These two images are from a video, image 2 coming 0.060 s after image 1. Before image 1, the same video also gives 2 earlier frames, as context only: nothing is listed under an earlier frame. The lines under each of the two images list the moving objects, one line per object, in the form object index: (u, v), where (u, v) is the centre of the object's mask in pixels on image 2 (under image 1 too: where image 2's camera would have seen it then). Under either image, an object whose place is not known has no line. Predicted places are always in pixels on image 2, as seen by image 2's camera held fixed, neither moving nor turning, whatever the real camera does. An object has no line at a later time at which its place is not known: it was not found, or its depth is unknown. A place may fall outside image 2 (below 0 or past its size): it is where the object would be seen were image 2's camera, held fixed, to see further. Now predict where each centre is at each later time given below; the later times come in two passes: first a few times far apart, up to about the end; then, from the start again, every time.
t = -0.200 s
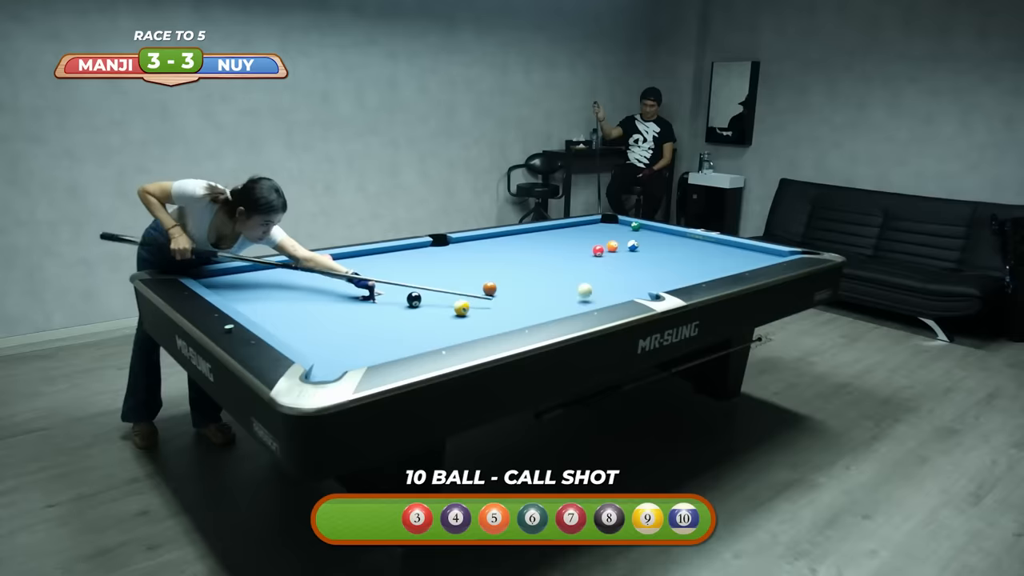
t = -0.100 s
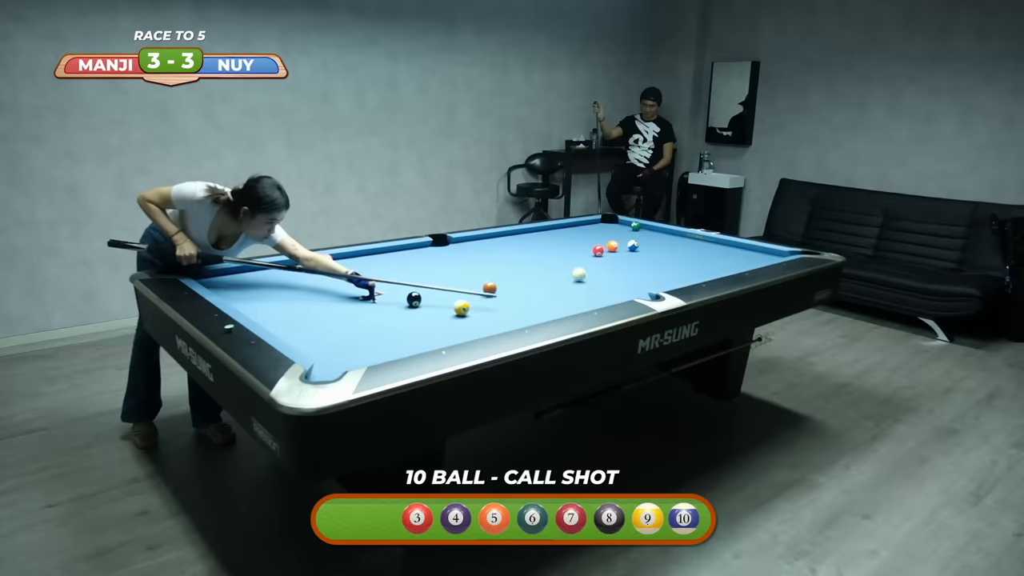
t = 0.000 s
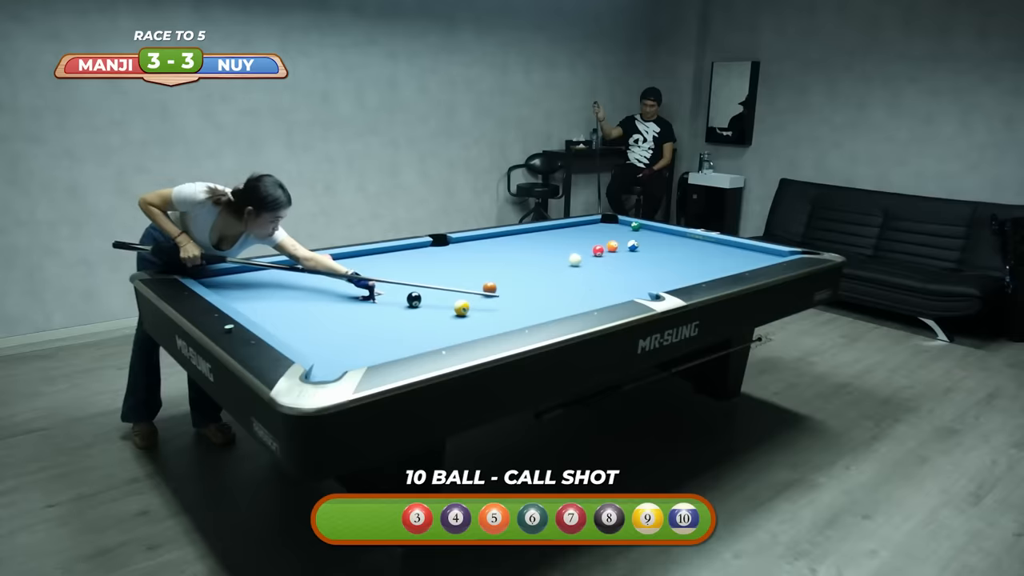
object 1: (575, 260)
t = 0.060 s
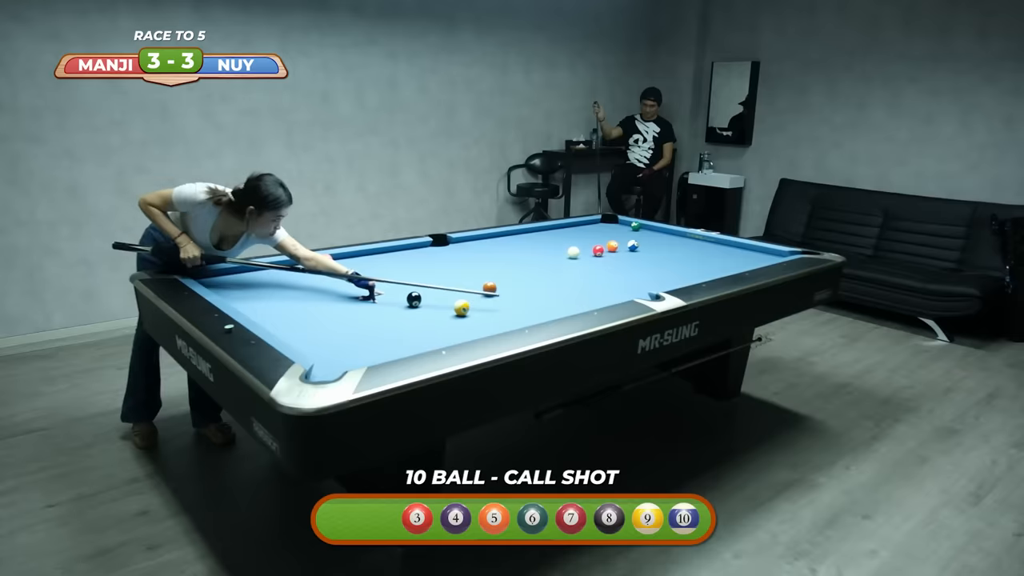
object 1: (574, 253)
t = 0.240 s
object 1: (569, 235)
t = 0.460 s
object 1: (587, 226)
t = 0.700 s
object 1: (640, 229)
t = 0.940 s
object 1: (662, 232)
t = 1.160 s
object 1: (664, 235)
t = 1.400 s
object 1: (666, 240)
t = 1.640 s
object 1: (668, 244)
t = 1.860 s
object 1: (670, 248)
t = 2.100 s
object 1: (673, 252)
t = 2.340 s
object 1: (675, 256)
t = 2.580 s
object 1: (678, 261)
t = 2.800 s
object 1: (681, 265)
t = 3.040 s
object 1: (684, 269)
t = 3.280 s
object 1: (686, 273)
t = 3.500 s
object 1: (689, 276)
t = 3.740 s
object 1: (689, 277)
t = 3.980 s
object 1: (681, 278)
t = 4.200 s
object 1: (674, 279)
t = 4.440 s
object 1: (667, 279)
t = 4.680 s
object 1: (662, 279)
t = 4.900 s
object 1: (658, 279)
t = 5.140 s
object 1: (655, 279)
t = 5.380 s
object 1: (653, 279)
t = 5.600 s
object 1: (652, 279)
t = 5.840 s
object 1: (652, 279)
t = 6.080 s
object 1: (652, 279)
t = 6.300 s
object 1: (652, 279)
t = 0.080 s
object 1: (572, 250)
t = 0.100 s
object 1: (572, 248)
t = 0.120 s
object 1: (572, 246)
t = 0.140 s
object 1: (571, 244)
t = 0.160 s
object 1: (571, 242)
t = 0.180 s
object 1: (570, 240)
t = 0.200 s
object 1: (570, 238)
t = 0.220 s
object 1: (570, 237)
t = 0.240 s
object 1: (569, 235)
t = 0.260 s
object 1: (569, 234)
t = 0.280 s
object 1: (569, 232)
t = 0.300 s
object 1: (569, 230)
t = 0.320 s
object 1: (568, 229)
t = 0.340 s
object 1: (568, 227)
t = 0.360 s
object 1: (568, 226)
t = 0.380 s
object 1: (568, 225)
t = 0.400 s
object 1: (572, 225)
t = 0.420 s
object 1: (577, 225)
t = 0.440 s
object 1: (582, 225)
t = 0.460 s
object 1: (587, 226)
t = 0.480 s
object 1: (592, 226)
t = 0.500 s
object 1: (597, 227)
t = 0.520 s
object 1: (602, 227)
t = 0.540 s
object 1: (606, 227)
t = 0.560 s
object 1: (611, 227)
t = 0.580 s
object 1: (615, 228)
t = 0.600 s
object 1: (620, 228)
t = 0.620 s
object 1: (624, 228)
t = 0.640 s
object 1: (628, 228)
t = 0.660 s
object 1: (632, 228)
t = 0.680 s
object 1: (636, 228)
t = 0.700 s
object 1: (640, 229)
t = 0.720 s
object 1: (644, 229)
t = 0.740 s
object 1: (648, 229)
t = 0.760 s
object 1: (651, 229)
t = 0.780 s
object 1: (655, 229)
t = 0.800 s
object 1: (659, 229)
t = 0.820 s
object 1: (663, 229)
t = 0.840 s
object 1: (663, 230)
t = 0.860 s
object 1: (663, 230)
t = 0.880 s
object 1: (662, 231)
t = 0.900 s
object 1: (662, 231)
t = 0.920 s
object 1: (662, 231)
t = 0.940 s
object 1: (662, 232)
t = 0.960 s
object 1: (663, 232)
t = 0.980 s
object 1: (663, 232)
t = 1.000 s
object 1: (663, 233)
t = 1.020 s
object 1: (663, 233)
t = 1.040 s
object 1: (663, 233)
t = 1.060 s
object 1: (664, 234)
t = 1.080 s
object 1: (664, 234)
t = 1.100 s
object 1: (664, 234)
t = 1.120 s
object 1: (664, 235)
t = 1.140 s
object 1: (664, 235)
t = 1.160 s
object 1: (664, 235)
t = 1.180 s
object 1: (665, 236)
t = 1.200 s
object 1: (665, 236)
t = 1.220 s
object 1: (665, 236)
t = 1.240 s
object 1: (665, 237)
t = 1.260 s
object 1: (665, 237)
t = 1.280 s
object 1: (665, 237)
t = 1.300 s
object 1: (665, 238)
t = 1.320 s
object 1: (666, 238)
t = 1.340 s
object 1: (666, 239)
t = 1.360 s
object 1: (666, 239)
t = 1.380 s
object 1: (666, 239)
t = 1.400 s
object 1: (666, 240)
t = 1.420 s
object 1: (666, 240)
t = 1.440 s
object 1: (666, 240)
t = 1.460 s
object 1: (667, 241)
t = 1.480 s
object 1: (667, 241)
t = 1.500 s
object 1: (667, 241)
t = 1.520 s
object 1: (667, 242)
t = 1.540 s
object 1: (667, 242)
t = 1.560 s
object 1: (668, 242)
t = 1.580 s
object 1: (668, 243)
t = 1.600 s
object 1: (668, 243)
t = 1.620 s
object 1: (668, 243)
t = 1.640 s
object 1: (668, 244)
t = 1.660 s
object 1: (668, 244)
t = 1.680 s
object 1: (669, 245)
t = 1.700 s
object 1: (669, 245)
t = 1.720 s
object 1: (669, 245)
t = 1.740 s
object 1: (669, 246)
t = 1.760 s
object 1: (670, 246)
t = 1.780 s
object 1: (670, 246)
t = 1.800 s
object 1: (670, 247)
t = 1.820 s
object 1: (670, 247)
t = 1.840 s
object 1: (670, 247)
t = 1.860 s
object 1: (670, 248)
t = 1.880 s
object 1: (670, 248)
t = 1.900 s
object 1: (671, 248)
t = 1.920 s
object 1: (671, 249)
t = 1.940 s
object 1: (671, 249)
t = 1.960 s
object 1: (671, 249)
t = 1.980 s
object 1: (671, 250)
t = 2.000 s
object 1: (672, 250)
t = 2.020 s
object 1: (672, 251)
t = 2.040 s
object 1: (672, 251)
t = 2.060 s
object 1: (672, 251)
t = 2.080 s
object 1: (672, 252)
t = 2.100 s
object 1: (673, 252)
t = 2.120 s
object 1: (673, 252)
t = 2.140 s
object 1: (673, 253)
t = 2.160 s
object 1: (673, 253)
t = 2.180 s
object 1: (673, 253)
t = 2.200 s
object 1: (674, 254)
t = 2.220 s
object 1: (674, 254)
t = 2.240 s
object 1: (674, 255)
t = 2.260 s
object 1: (674, 255)
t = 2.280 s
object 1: (675, 255)
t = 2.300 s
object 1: (675, 255)
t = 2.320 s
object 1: (675, 256)
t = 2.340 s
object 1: (675, 256)
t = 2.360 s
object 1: (675, 257)
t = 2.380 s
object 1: (676, 257)
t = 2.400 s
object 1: (676, 257)
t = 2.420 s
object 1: (676, 258)
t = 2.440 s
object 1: (676, 258)
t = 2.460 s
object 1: (677, 258)
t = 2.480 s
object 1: (677, 259)
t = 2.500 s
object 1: (677, 259)
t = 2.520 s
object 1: (677, 259)
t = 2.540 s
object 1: (678, 260)
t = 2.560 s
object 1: (678, 260)
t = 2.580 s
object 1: (678, 261)
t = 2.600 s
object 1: (678, 261)
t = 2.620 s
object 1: (678, 261)
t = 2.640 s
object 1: (679, 262)
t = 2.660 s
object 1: (679, 262)
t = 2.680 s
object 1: (679, 262)
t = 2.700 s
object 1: (679, 263)
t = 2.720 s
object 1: (680, 263)
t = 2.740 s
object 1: (680, 264)
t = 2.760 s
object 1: (680, 264)
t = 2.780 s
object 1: (681, 264)
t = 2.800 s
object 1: (681, 265)
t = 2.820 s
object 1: (681, 265)
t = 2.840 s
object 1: (681, 265)
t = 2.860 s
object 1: (681, 266)
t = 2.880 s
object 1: (682, 266)
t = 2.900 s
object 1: (682, 266)
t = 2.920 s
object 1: (682, 267)
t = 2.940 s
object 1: (682, 267)
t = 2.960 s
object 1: (683, 268)
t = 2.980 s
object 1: (683, 268)
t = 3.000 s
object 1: (683, 268)
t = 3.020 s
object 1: (683, 269)
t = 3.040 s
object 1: (684, 269)
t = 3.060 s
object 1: (684, 269)
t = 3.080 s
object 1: (684, 270)
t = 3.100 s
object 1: (684, 270)
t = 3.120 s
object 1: (685, 270)
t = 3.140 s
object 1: (685, 271)
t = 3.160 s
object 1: (685, 271)
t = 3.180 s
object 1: (685, 272)
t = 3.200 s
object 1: (685, 272)
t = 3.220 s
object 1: (686, 272)
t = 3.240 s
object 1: (686, 273)
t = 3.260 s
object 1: (686, 273)
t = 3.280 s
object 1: (686, 273)
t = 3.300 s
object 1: (687, 274)
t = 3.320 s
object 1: (687, 274)
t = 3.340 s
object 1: (687, 274)
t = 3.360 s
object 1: (688, 274)
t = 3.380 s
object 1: (688, 275)
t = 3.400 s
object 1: (688, 275)
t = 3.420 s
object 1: (688, 275)
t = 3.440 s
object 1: (688, 275)
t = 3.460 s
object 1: (689, 275)
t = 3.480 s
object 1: (689, 275)
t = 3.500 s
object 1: (689, 276)
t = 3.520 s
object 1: (689, 276)
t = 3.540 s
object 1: (689, 276)
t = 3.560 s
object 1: (690, 276)
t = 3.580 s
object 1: (690, 277)
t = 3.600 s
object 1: (691, 277)
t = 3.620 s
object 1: (691, 277)
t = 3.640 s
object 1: (691, 277)
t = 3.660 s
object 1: (691, 277)
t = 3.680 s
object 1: (691, 277)
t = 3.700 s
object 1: (691, 277)
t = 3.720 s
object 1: (690, 277)
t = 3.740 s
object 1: (689, 277)
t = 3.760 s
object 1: (688, 277)
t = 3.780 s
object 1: (688, 277)
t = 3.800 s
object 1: (687, 278)
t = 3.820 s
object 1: (686, 278)
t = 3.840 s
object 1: (685, 278)
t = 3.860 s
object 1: (685, 278)
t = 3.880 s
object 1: (684, 278)
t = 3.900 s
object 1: (684, 278)
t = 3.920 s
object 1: (683, 278)
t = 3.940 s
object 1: (682, 278)
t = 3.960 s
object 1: (681, 278)
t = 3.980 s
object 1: (681, 278)
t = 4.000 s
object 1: (680, 278)
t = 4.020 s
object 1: (680, 278)
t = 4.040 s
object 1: (679, 278)
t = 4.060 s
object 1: (679, 278)
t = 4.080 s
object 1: (678, 278)
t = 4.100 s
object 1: (677, 278)
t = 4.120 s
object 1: (677, 278)
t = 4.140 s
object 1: (676, 278)
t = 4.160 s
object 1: (675, 278)
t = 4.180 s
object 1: (675, 279)
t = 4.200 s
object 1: (674, 279)
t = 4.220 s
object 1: (673, 279)
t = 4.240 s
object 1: (673, 278)
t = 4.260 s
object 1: (672, 279)
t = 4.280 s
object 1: (672, 279)
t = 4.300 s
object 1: (671, 279)
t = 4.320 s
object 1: (671, 279)
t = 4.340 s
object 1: (670, 279)
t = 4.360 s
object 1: (669, 279)
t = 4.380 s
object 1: (669, 279)
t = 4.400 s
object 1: (668, 279)
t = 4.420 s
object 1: (668, 279)
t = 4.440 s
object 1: (667, 279)
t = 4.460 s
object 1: (667, 279)
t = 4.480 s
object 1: (666, 279)
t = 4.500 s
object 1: (666, 279)
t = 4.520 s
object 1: (666, 279)
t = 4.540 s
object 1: (665, 279)
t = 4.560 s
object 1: (665, 279)
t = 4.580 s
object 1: (664, 279)
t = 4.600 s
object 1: (664, 279)
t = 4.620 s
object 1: (663, 279)
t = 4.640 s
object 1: (663, 279)
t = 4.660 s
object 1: (663, 279)
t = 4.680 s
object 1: (662, 279)
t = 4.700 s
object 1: (662, 279)
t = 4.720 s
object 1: (661, 279)
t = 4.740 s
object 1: (661, 279)
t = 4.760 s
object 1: (660, 279)
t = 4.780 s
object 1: (660, 279)
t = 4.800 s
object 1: (660, 279)
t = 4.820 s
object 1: (660, 279)
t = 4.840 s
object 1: (659, 279)
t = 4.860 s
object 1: (659, 279)
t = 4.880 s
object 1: (659, 279)
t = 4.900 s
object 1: (658, 279)
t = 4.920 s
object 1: (658, 279)
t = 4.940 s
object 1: (658, 279)
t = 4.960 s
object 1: (657, 279)
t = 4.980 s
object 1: (657, 279)
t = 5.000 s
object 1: (657, 279)
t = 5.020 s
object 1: (656, 279)
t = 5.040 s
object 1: (656, 279)
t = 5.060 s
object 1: (656, 279)
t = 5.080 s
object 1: (656, 279)
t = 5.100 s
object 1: (655, 279)
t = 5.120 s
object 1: (655, 279)
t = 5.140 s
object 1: (655, 279)
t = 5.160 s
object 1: (655, 279)
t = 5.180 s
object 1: (655, 279)
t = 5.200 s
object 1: (654, 279)
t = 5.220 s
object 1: (654, 279)
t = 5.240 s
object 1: (654, 279)
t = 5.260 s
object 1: (654, 279)
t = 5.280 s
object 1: (654, 279)
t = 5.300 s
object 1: (654, 279)
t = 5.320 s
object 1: (653, 279)
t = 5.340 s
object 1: (653, 279)
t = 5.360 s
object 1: (653, 279)
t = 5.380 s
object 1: (653, 279)
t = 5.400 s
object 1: (653, 279)
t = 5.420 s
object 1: (653, 279)
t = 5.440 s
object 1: (653, 279)
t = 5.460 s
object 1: (653, 279)
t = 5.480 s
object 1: (652, 279)
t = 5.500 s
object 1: (652, 279)
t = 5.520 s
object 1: (652, 279)
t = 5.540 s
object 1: (652, 279)
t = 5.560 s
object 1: (652, 279)
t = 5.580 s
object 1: (652, 279)
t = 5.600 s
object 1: (652, 279)
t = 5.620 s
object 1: (652, 279)
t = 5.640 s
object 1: (652, 279)
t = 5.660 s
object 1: (652, 279)
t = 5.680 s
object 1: (652, 279)
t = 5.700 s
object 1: (652, 279)
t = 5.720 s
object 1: (652, 279)
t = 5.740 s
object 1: (652, 279)
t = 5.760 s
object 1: (652, 279)
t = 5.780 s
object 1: (652, 279)
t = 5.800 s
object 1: (652, 279)
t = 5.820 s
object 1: (652, 279)
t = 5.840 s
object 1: (652, 279)
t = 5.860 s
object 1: (652, 279)
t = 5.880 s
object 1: (652, 279)
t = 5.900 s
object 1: (652, 279)
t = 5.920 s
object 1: (652, 279)
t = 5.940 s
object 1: (652, 279)
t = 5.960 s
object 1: (652, 279)
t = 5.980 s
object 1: (652, 279)
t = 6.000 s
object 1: (652, 279)
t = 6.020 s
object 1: (652, 279)
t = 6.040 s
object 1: (652, 279)
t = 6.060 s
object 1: (652, 279)
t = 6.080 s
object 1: (652, 279)
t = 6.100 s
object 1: (652, 279)
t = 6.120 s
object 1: (652, 279)
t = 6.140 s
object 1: (652, 279)
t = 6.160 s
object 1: (652, 279)
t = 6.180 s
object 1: (652, 279)
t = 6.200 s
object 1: (652, 279)
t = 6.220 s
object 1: (652, 279)
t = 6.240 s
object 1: (652, 279)
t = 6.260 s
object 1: (652, 279)
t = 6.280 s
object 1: (652, 279)
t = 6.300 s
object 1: (652, 279)
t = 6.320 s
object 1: (652, 279)
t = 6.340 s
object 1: (652, 279)
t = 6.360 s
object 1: (652, 279)
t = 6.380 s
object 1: (652, 279)
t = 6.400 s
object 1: (652, 279)
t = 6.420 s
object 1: (652, 279)
